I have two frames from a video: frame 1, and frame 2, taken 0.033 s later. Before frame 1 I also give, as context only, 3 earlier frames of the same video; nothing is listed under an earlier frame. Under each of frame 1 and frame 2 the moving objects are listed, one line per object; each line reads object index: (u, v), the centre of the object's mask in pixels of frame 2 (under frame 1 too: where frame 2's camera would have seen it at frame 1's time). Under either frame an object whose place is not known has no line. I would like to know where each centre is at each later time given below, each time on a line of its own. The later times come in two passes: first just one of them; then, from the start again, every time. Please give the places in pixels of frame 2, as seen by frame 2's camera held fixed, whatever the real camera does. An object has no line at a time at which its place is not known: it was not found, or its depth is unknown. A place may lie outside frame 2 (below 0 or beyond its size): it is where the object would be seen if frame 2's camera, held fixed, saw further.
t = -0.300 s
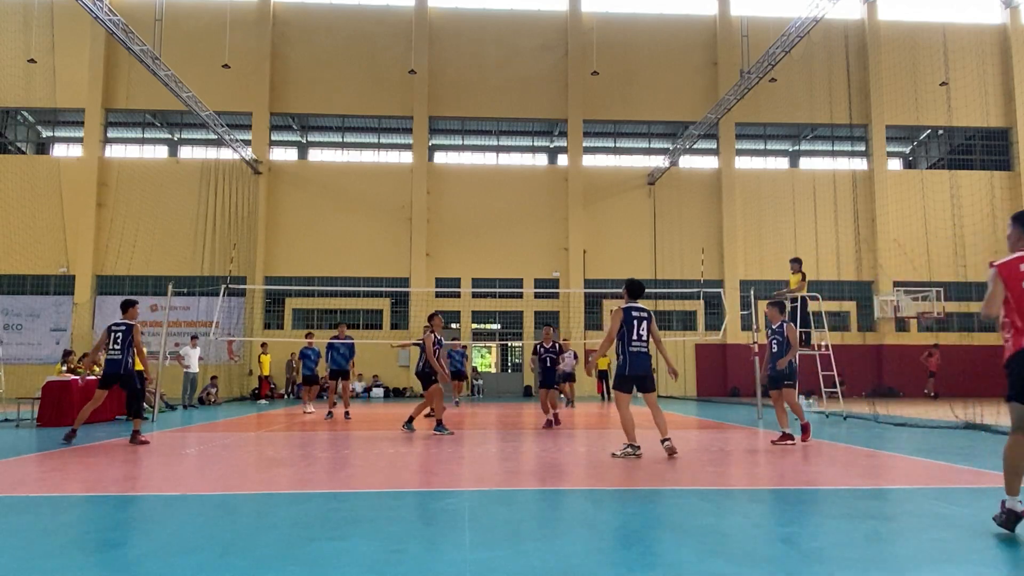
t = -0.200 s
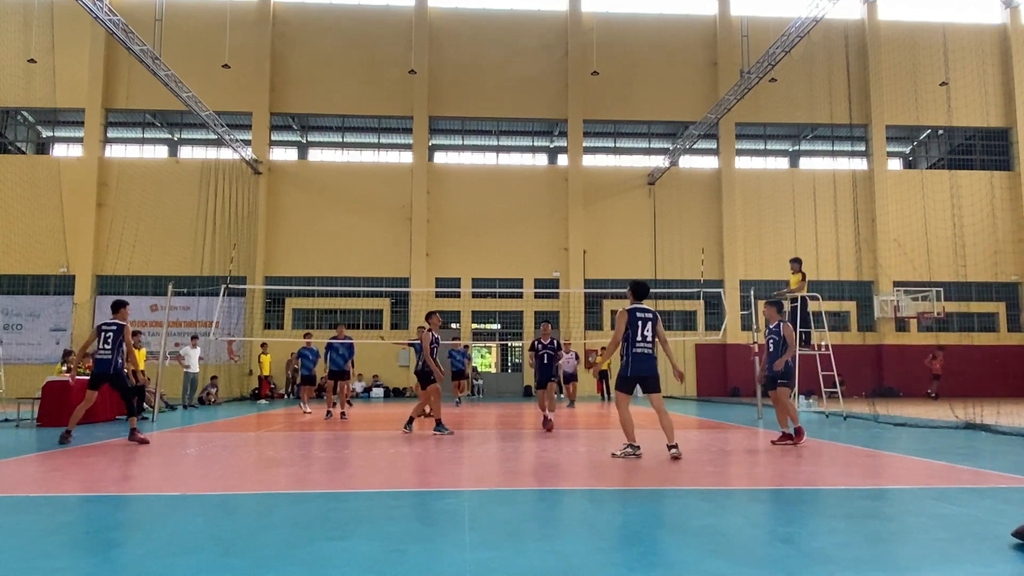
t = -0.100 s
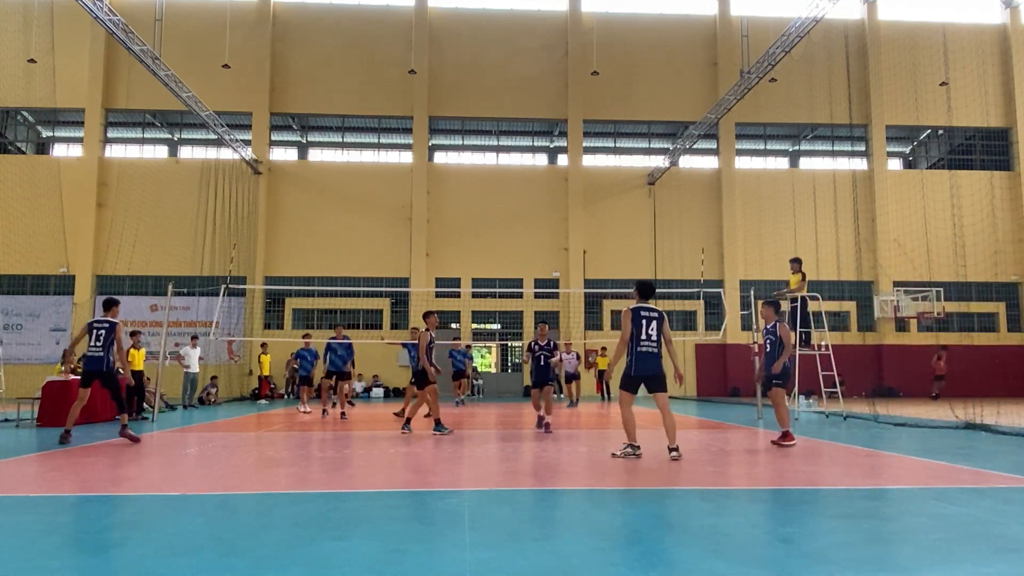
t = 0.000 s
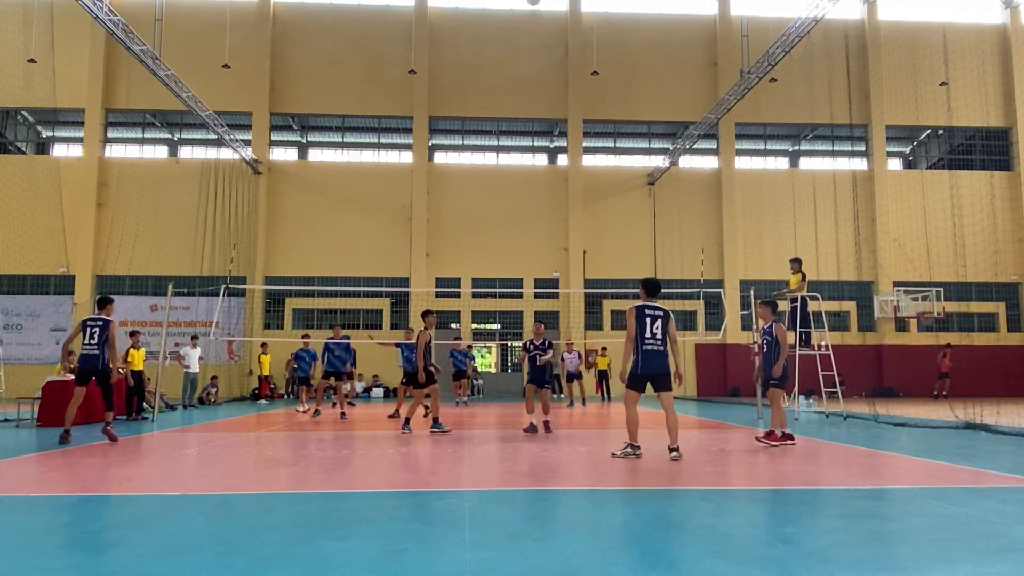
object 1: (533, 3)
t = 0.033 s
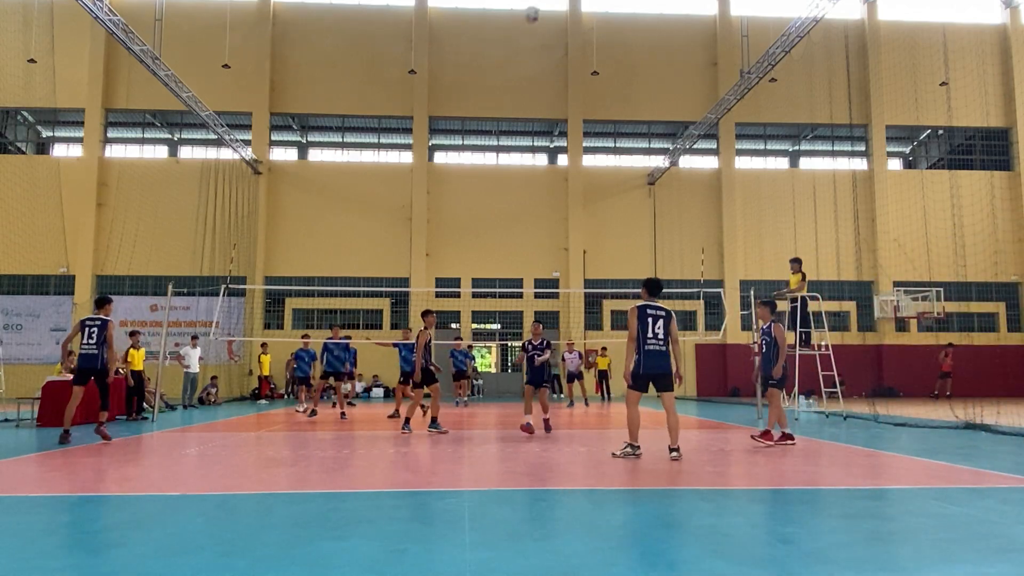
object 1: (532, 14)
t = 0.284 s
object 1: (520, 141)
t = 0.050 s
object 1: (531, 22)
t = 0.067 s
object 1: (530, 28)
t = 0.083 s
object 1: (529, 36)
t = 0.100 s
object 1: (529, 44)
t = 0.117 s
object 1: (528, 52)
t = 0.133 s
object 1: (527, 61)
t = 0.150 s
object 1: (526, 69)
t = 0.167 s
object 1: (525, 78)
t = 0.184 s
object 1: (524, 87)
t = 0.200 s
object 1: (524, 96)
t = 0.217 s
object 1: (524, 106)
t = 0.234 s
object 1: (522, 114)
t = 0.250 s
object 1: (522, 123)
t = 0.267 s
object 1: (521, 132)
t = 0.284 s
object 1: (520, 141)
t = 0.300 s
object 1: (520, 151)
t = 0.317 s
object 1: (519, 163)
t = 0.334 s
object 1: (518, 175)
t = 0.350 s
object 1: (518, 184)
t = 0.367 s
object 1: (517, 195)
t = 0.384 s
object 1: (516, 205)
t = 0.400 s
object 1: (515, 216)
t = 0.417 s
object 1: (515, 227)
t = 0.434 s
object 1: (514, 238)
